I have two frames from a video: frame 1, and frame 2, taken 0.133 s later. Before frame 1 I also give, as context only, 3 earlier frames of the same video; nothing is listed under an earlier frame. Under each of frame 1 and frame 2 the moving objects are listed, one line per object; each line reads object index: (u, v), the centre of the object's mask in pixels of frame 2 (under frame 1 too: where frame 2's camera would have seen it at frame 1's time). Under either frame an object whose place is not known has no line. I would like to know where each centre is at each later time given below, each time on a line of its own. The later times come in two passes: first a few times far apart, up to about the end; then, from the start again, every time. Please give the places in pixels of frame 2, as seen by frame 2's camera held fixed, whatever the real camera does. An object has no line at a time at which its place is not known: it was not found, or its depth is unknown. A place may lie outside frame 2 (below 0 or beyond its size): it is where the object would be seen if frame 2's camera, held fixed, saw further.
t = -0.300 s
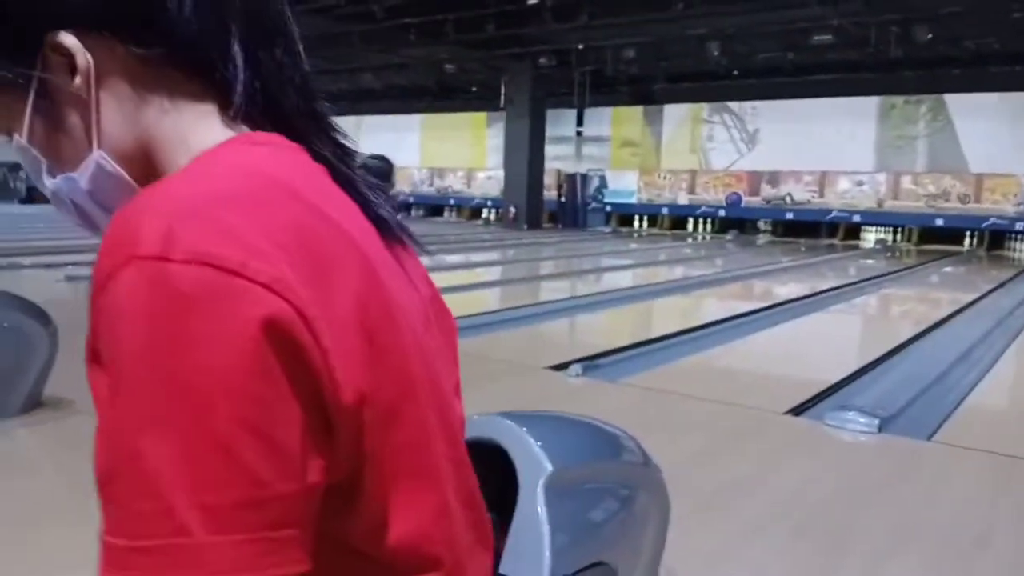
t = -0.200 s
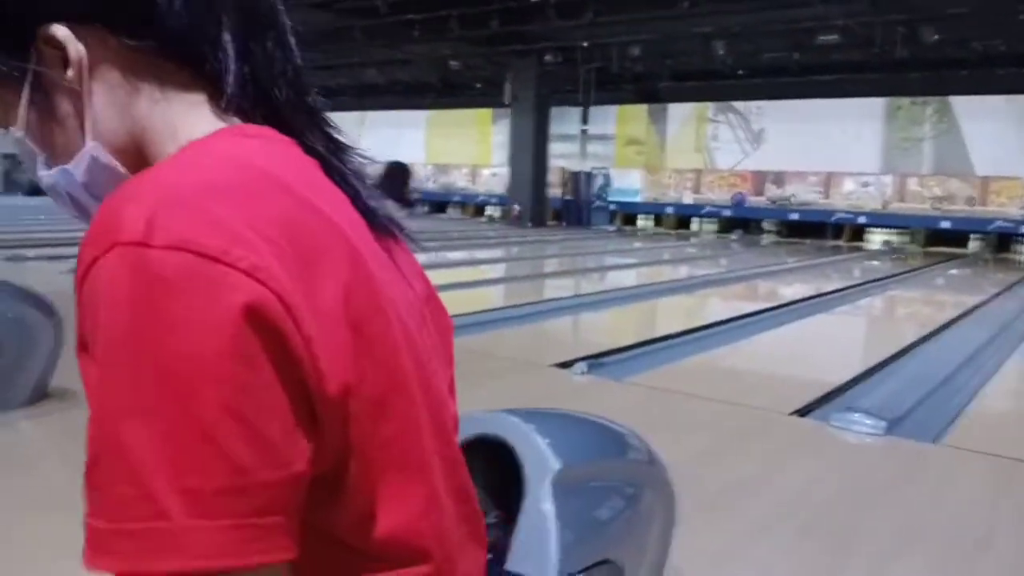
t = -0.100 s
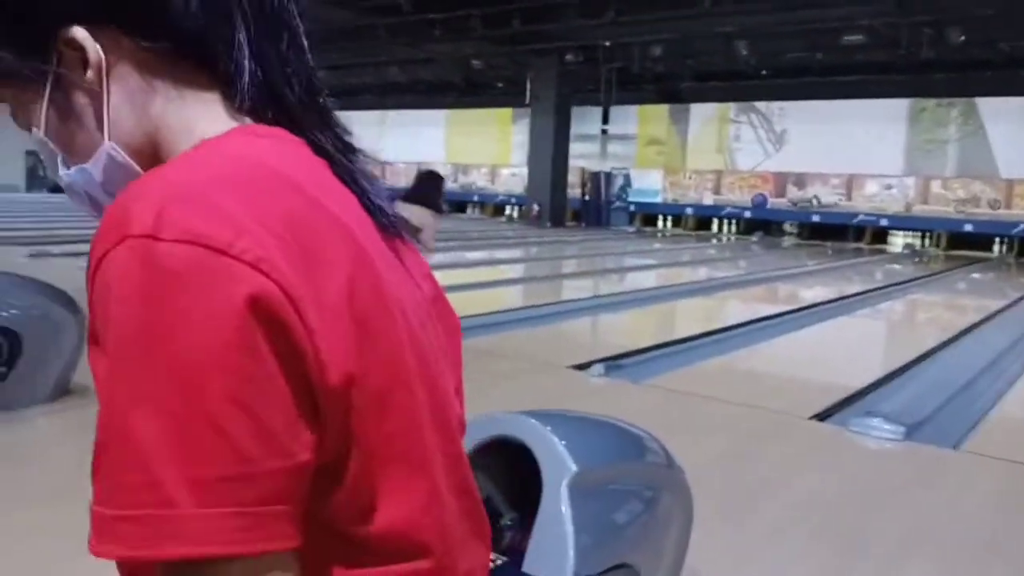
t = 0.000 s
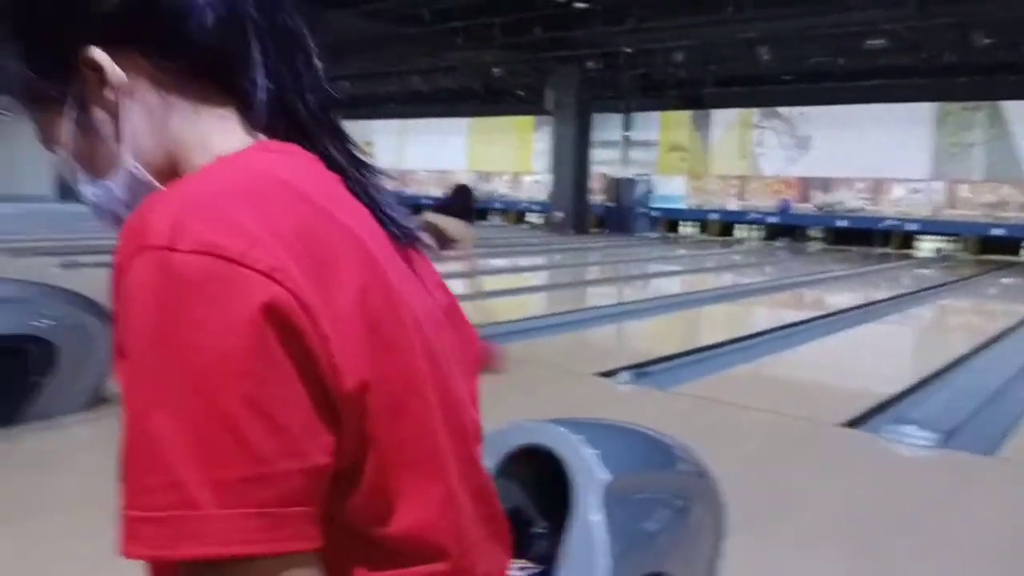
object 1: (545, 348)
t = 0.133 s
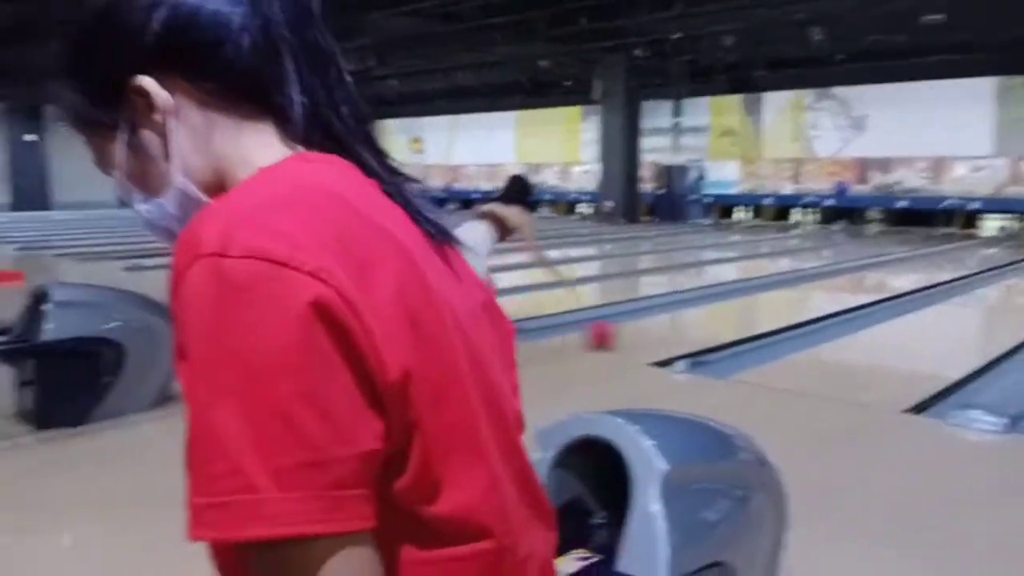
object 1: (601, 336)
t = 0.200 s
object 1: (630, 332)
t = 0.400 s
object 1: (702, 318)
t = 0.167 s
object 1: (615, 334)
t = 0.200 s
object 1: (630, 332)
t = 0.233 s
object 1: (641, 329)
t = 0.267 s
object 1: (656, 326)
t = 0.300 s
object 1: (668, 324)
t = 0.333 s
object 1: (680, 322)
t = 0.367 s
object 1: (689, 320)
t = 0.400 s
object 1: (702, 318)
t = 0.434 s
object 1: (713, 315)
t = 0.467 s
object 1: (722, 313)
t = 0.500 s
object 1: (733, 311)
